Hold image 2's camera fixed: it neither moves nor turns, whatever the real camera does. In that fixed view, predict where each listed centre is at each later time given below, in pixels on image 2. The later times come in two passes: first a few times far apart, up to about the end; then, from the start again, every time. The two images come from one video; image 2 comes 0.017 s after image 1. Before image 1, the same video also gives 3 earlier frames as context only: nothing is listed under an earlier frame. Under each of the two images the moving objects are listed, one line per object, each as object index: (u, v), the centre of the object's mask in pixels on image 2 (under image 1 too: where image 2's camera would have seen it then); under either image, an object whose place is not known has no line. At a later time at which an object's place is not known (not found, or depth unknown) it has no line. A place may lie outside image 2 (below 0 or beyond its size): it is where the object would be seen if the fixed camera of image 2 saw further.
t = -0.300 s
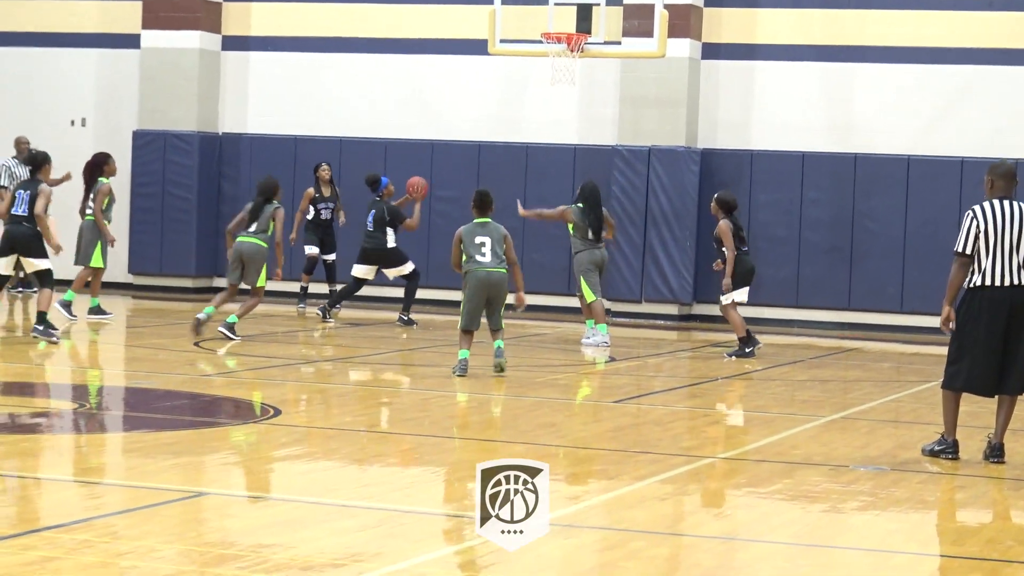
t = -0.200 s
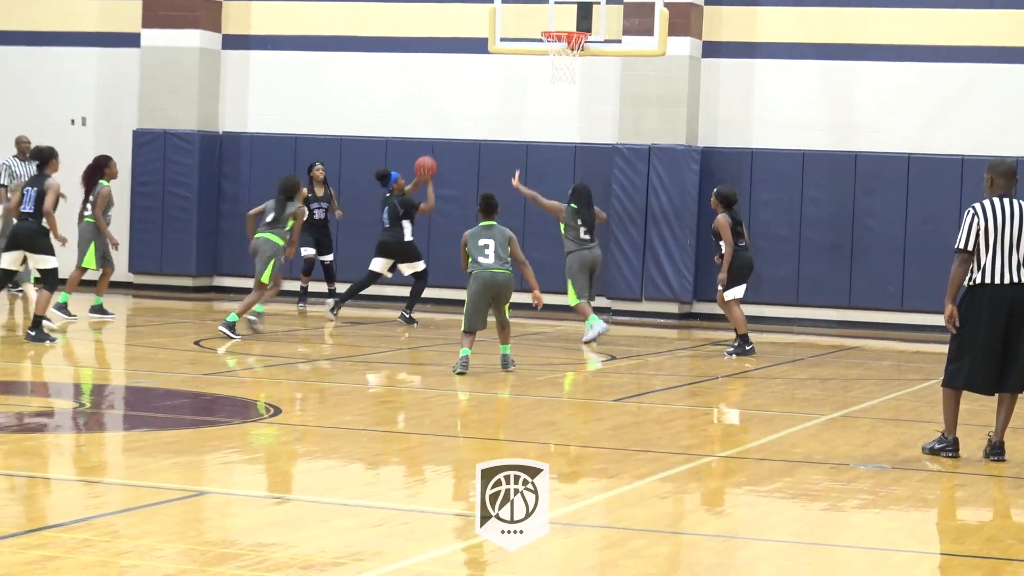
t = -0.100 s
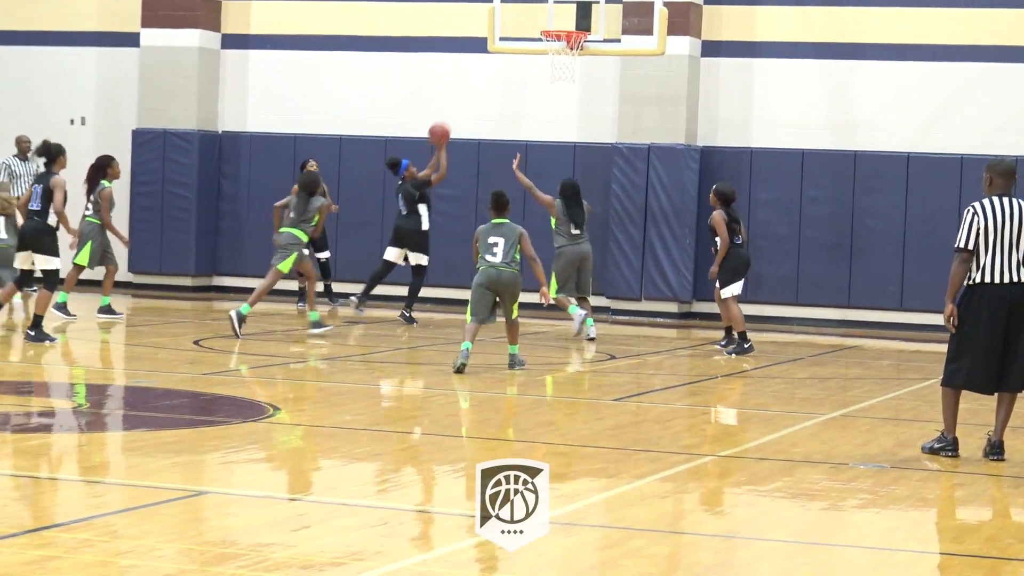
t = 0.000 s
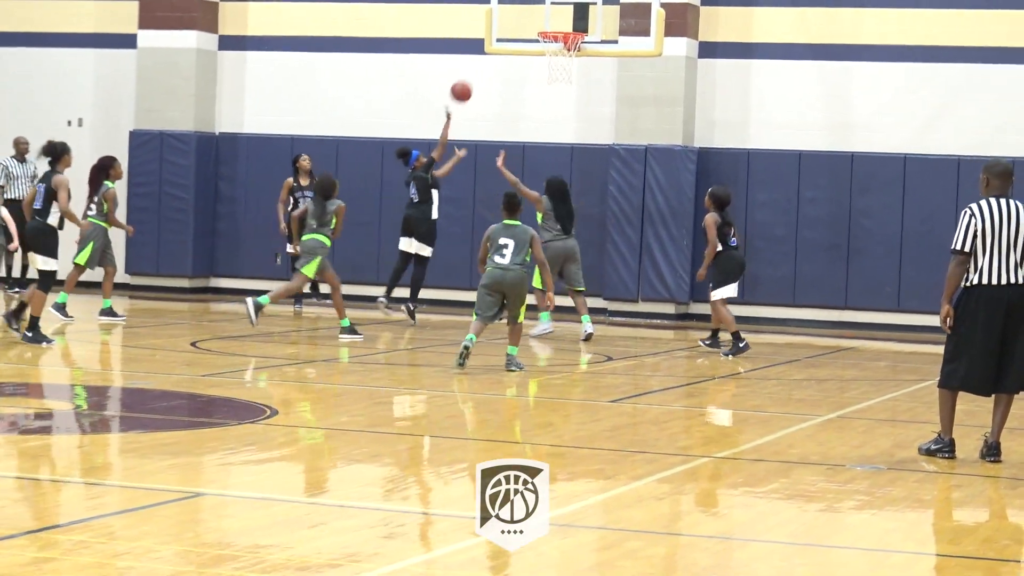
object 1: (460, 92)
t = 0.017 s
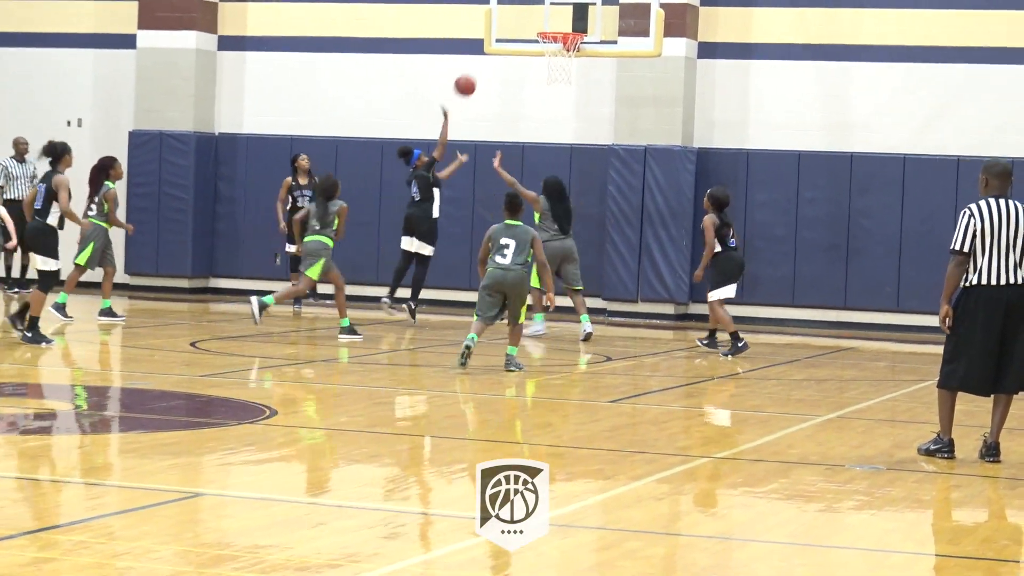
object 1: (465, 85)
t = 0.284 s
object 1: (535, 18)
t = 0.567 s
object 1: (566, 25)
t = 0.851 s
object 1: (550, 83)
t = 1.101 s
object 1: (528, 170)
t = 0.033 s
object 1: (470, 79)
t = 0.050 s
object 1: (474, 73)
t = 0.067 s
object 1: (478, 68)
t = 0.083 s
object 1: (483, 62)
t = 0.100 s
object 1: (487, 57)
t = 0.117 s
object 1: (492, 52)
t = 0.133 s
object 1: (496, 48)
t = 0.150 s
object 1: (500, 44)
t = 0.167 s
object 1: (505, 39)
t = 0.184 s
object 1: (509, 36)
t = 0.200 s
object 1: (514, 32)
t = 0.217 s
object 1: (518, 29)
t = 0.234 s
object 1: (522, 26)
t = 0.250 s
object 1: (526, 23)
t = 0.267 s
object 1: (531, 20)
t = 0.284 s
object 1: (535, 18)
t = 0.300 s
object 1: (539, 16)
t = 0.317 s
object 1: (544, 14)
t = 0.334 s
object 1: (547, 13)
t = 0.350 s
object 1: (548, 13)
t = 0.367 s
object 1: (550, 12)
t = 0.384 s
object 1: (551, 12)
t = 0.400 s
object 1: (553, 12)
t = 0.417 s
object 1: (554, 13)
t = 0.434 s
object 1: (555, 13)
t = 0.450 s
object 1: (556, 14)
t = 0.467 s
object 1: (558, 15)
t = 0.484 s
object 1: (559, 17)
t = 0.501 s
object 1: (560, 19)
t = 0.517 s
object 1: (561, 21)
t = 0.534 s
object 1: (563, 22)
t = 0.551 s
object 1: (564, 24)
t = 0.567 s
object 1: (566, 25)
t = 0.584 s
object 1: (567, 27)
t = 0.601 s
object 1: (568, 29)
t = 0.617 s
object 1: (569, 40)
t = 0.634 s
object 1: (568, 44)
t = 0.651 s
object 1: (565, 45)
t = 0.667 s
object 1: (565, 48)
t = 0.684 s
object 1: (565, 51)
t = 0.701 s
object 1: (564, 53)
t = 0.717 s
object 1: (562, 57)
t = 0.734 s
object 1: (560, 62)
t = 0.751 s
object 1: (559, 64)
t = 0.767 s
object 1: (557, 66)
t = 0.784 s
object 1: (555, 69)
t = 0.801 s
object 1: (554, 72)
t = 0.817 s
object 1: (553, 76)
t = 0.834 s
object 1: (551, 79)
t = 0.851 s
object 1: (550, 83)
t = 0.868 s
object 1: (549, 87)
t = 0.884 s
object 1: (547, 91)
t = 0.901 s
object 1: (546, 95)
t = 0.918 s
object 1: (544, 100)
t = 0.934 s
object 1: (543, 105)
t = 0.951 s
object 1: (541, 111)
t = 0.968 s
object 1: (540, 116)
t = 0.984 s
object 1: (538, 122)
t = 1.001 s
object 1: (537, 128)
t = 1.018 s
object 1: (536, 135)
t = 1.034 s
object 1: (534, 142)
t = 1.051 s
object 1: (533, 149)
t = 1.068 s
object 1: (531, 156)
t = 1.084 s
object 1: (530, 162)
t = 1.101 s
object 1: (528, 170)
